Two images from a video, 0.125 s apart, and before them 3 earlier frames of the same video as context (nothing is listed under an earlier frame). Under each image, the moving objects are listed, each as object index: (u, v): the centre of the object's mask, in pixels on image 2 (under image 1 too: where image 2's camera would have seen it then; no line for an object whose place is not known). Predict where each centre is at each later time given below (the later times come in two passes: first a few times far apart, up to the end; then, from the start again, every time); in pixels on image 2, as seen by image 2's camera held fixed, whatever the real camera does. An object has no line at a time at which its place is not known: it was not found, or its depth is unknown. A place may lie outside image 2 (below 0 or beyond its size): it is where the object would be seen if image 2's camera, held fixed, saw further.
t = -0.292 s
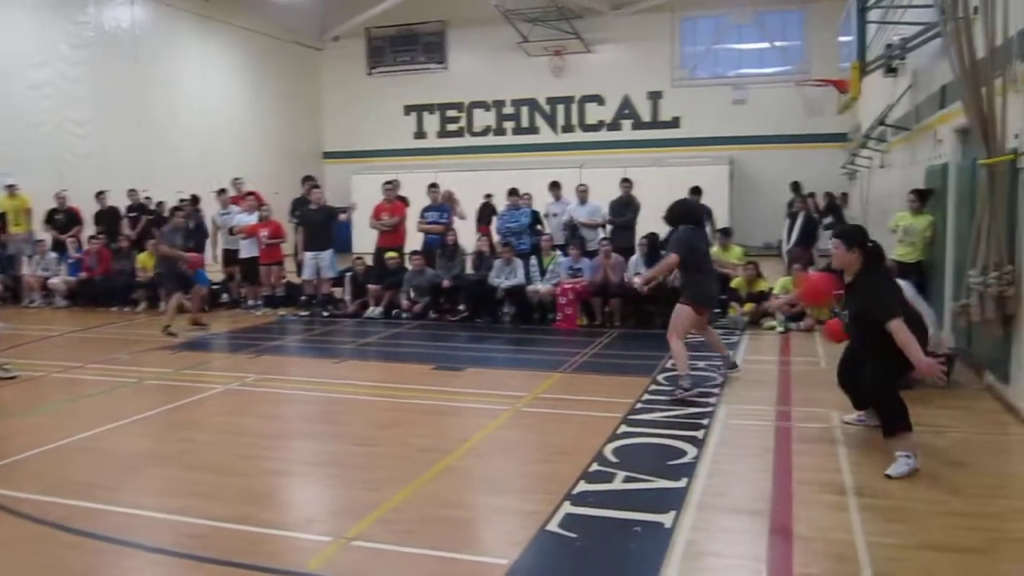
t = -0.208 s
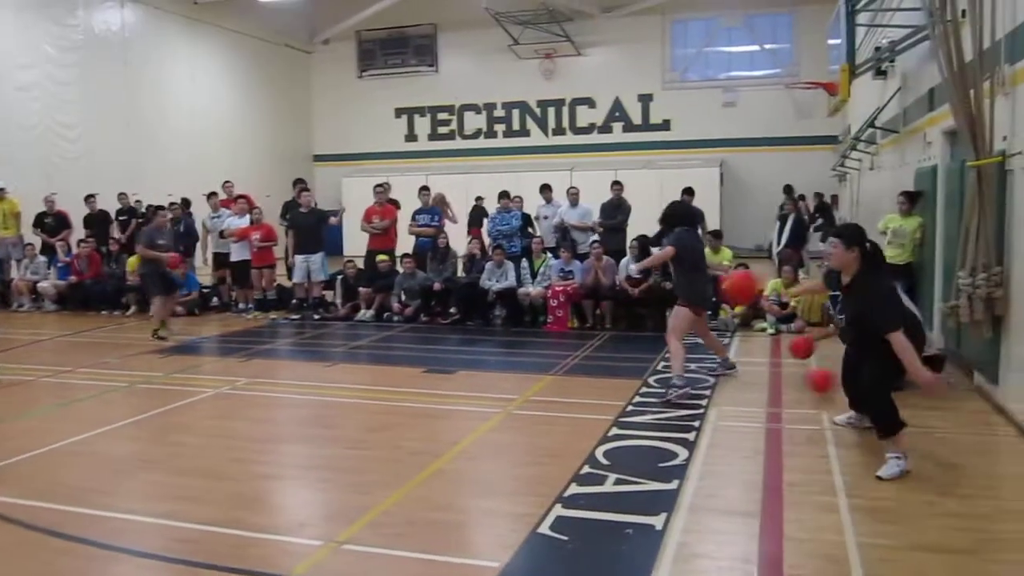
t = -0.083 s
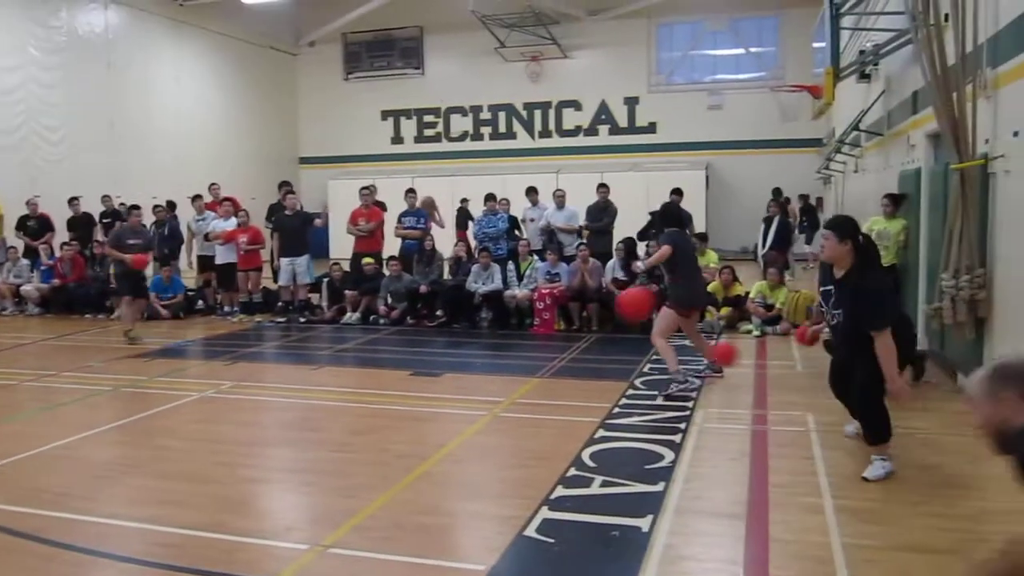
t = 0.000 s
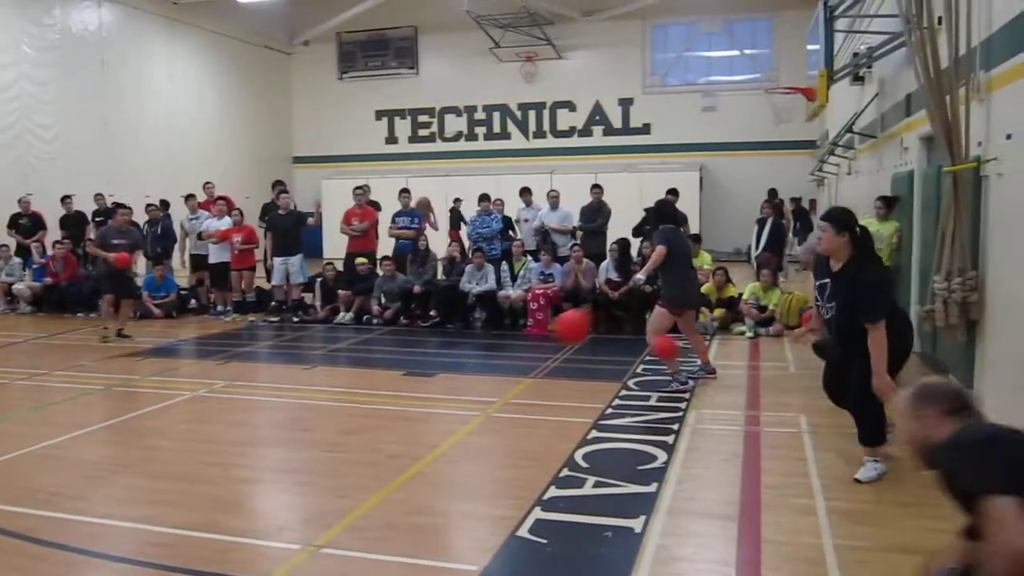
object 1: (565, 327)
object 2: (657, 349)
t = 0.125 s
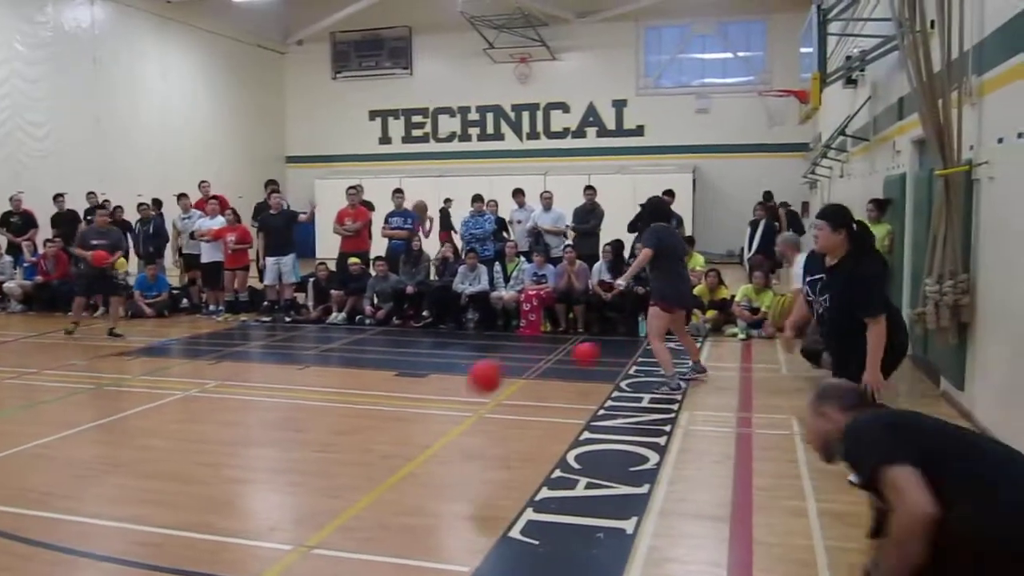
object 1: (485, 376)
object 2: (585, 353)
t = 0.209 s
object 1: (435, 418)
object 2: (540, 369)
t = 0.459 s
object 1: (379, 381)
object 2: (423, 352)
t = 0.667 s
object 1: (345, 396)
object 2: (337, 356)
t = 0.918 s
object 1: (304, 404)
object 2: (248, 354)
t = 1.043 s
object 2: (207, 354)
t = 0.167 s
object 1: (461, 396)
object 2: (564, 359)
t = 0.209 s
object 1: (435, 418)
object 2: (540, 369)
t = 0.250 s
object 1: (417, 430)
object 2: (519, 375)
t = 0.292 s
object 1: (410, 414)
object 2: (498, 366)
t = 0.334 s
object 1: (402, 402)
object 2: (480, 359)
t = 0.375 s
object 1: (394, 393)
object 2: (460, 355)
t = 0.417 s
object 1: (387, 386)
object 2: (441, 352)
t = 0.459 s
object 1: (379, 381)
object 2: (423, 352)
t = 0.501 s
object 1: (372, 380)
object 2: (405, 354)
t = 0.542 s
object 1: (366, 380)
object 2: (387, 357)
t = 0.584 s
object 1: (359, 383)
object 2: (371, 361)
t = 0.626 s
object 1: (351, 388)
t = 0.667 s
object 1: (345, 396)
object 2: (337, 356)
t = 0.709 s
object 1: (338, 408)
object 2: (323, 353)
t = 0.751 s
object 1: (332, 419)
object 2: (306, 352)
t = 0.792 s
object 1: (325, 419)
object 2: (291, 353)
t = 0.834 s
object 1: (318, 411)
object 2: (277, 355)
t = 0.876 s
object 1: (311, 406)
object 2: (262, 358)
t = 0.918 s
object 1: (304, 404)
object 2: (248, 354)
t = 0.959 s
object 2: (234, 352)
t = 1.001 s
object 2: (221, 352)
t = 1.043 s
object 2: (207, 354)
